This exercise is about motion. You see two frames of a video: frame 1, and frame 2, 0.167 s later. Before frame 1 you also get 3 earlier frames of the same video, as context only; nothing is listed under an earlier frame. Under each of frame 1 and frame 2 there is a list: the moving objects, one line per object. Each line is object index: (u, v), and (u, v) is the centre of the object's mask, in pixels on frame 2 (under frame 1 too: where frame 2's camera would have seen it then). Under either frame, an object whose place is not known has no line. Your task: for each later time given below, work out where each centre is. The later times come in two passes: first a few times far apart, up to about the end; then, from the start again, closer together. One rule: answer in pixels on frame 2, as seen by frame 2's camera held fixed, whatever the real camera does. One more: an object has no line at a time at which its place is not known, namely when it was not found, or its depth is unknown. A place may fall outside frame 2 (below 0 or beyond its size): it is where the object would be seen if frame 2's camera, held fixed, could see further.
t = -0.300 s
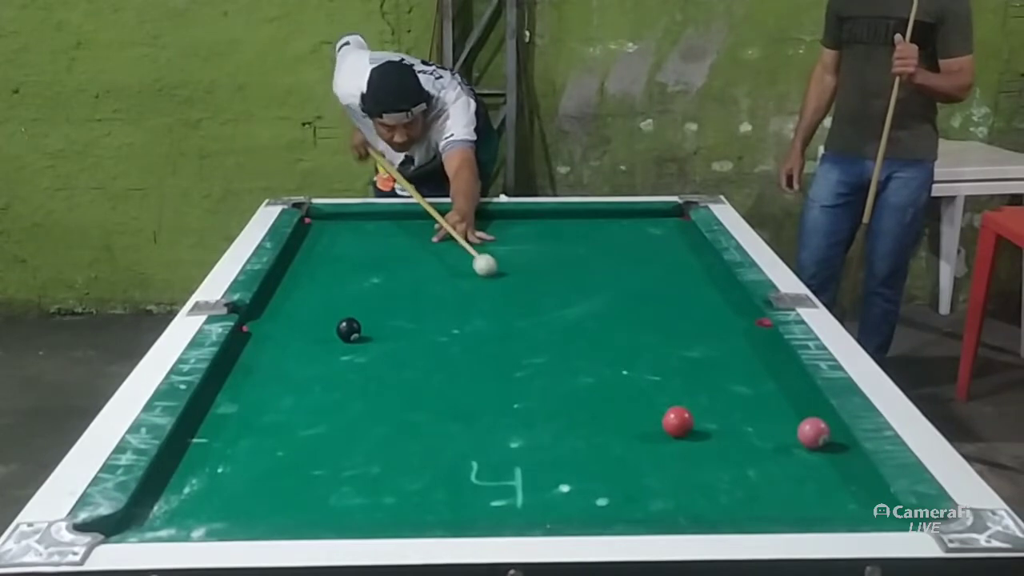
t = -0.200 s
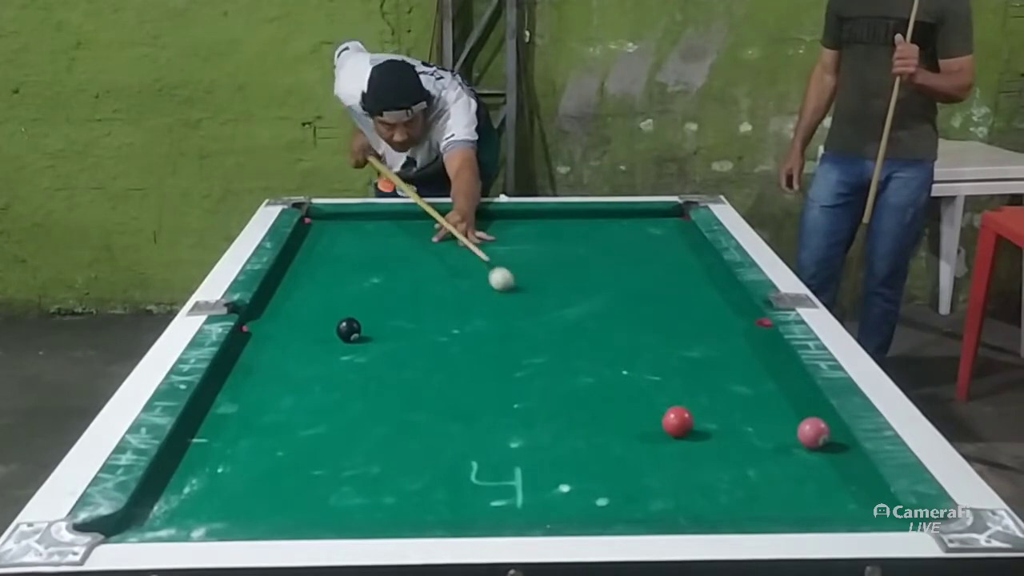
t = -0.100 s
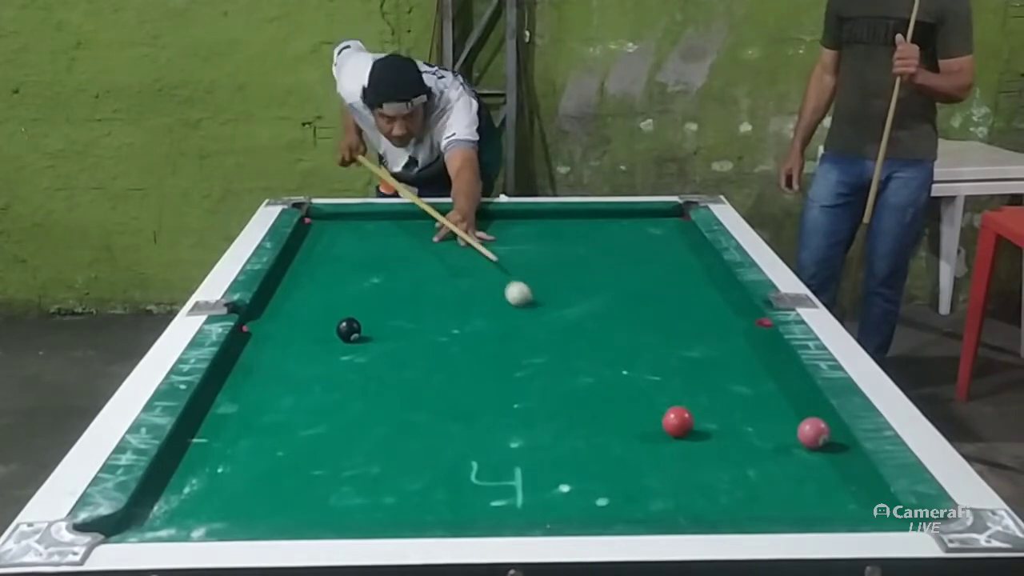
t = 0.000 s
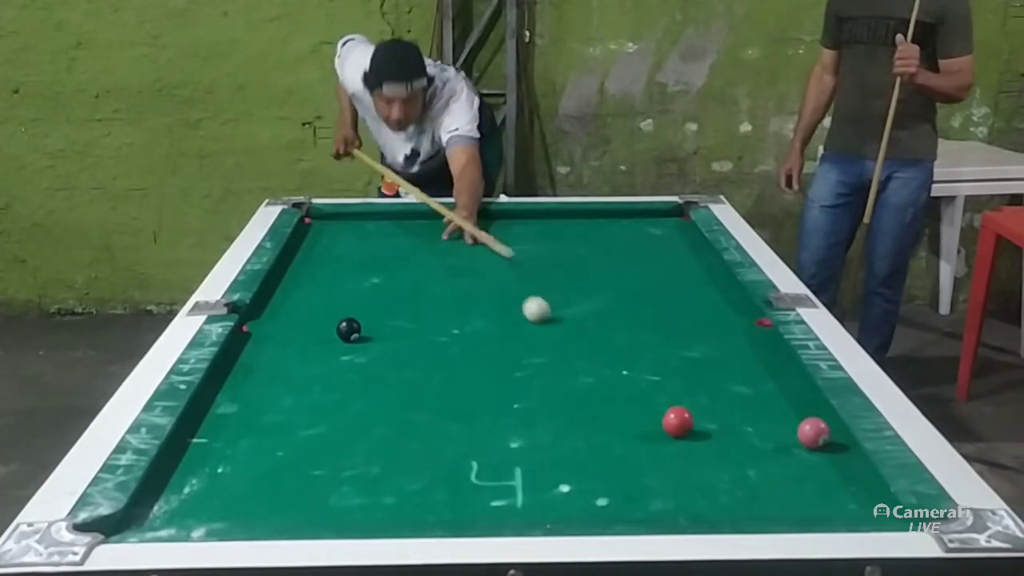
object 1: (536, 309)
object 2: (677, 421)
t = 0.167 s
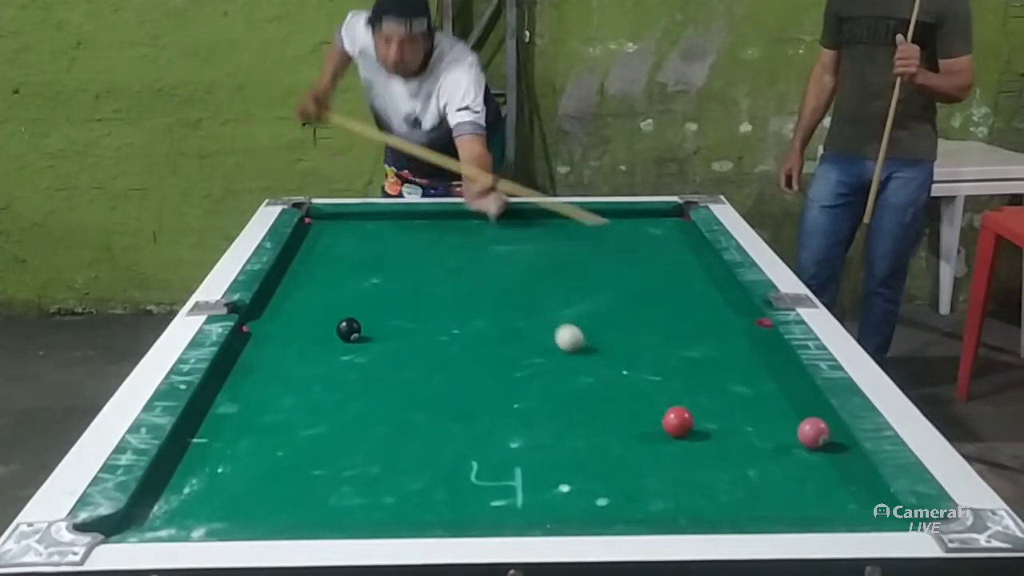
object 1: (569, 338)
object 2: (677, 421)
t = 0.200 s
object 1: (576, 344)
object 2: (677, 421)
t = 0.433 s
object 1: (632, 392)
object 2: (677, 421)
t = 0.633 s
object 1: (645, 425)
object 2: (727, 441)
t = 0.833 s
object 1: (636, 451)
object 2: (801, 469)
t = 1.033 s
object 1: (628, 478)
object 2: (877, 497)
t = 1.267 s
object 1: (616, 506)
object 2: (846, 503)
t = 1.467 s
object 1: (603, 501)
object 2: (810, 490)
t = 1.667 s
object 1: (588, 487)
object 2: (779, 475)
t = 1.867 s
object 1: (575, 473)
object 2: (750, 461)
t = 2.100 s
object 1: (561, 459)
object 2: (722, 448)
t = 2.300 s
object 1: (551, 448)
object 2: (701, 438)
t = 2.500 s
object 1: (542, 439)
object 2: (682, 429)
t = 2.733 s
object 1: (533, 430)
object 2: (665, 421)
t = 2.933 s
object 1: (527, 424)
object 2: (654, 415)
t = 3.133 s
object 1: (521, 419)
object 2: (645, 409)
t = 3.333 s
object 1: (516, 415)
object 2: (637, 405)
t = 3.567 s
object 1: (513, 411)
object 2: (632, 402)
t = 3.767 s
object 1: (511, 410)
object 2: (629, 400)
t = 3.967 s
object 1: (509, 409)
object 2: (629, 399)
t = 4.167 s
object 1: (509, 409)
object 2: (629, 399)
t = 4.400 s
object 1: (510, 409)
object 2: (629, 399)
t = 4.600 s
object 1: (510, 409)
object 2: (629, 399)
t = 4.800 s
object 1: (510, 409)
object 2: (629, 399)
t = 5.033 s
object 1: (510, 409)
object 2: (629, 399)
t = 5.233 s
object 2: (629, 399)
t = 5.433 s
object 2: (629, 399)
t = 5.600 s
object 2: (627, 400)
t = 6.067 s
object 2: (629, 399)
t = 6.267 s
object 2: (629, 399)
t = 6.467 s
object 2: (629, 399)
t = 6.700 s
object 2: (629, 399)
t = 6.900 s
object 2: (629, 399)
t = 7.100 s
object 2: (629, 399)
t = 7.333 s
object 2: (629, 399)
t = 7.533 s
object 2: (629, 399)
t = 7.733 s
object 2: (629, 399)
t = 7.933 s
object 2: (629, 399)
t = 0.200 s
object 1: (576, 344)
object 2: (677, 421)
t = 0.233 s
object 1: (583, 350)
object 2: (677, 421)
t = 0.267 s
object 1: (590, 357)
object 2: (677, 421)
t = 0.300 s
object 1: (599, 363)
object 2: (677, 421)
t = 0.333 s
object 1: (607, 371)
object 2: (677, 421)
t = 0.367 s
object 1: (615, 377)
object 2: (677, 421)
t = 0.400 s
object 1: (623, 384)
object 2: (677, 421)
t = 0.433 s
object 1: (632, 392)
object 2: (677, 421)
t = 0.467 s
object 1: (641, 400)
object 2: (677, 421)
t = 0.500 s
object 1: (649, 408)
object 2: (678, 421)
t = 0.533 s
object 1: (651, 413)
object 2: (688, 425)
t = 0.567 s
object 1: (648, 417)
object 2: (703, 431)
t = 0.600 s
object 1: (647, 421)
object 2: (716, 436)
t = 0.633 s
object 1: (645, 425)
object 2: (727, 441)
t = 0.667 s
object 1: (644, 429)
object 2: (739, 445)
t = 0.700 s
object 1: (642, 434)
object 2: (751, 450)
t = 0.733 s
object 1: (641, 438)
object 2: (763, 455)
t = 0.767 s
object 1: (639, 442)
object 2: (776, 459)
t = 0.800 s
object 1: (638, 447)
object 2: (789, 464)
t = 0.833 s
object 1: (636, 451)
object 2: (801, 469)
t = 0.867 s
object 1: (635, 455)
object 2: (814, 474)
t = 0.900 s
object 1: (634, 460)
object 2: (826, 479)
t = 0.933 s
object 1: (632, 465)
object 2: (840, 484)
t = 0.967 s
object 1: (631, 469)
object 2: (854, 490)
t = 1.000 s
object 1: (629, 474)
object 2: (866, 494)
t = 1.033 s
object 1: (628, 478)
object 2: (877, 497)
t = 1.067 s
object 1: (626, 483)
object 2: (874, 500)
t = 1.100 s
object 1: (625, 487)
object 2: (869, 502)
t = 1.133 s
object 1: (623, 492)
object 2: (865, 504)
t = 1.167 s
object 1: (621, 496)
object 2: (862, 506)
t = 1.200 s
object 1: (620, 500)
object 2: (858, 506)
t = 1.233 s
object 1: (618, 503)
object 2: (852, 505)
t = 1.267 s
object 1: (616, 506)
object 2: (846, 503)
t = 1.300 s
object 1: (615, 509)
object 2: (840, 502)
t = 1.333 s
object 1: (612, 508)
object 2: (833, 500)
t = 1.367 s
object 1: (610, 506)
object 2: (827, 498)
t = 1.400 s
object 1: (607, 504)
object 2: (822, 495)
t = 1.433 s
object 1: (605, 503)
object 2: (816, 493)
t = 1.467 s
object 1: (603, 501)
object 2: (810, 490)
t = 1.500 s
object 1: (600, 499)
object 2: (805, 487)
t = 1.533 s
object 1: (598, 496)
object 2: (799, 484)
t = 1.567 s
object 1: (595, 494)
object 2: (794, 482)
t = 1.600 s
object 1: (593, 492)
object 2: (789, 479)
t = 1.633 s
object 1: (590, 490)
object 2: (784, 477)
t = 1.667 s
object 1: (588, 487)
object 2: (779, 475)
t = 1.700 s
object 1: (586, 485)
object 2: (774, 472)
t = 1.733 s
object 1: (584, 482)
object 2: (769, 470)
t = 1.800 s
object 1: (579, 478)
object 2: (760, 466)
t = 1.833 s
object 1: (577, 475)
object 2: (755, 464)
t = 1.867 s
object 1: (575, 473)
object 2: (750, 461)
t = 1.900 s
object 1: (573, 471)
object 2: (746, 459)
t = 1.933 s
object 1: (571, 469)
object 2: (742, 458)
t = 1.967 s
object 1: (568, 466)
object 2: (738, 455)
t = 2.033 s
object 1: (564, 462)
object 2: (729, 452)
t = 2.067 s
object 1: (563, 461)
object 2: (726, 450)
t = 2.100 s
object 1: (561, 459)
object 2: (722, 448)
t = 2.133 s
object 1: (559, 457)
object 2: (718, 446)
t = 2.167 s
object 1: (557, 455)
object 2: (714, 444)
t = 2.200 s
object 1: (555, 453)
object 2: (711, 443)
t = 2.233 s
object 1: (554, 451)
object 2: (707, 441)
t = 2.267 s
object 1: (552, 450)
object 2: (704, 439)
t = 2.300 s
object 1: (551, 448)
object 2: (701, 438)
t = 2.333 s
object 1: (549, 447)
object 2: (697, 437)
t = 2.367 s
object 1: (548, 445)
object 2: (694, 435)
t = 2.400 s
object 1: (546, 444)
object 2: (691, 433)
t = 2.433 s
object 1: (545, 442)
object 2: (688, 432)
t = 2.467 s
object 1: (543, 441)
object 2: (685, 431)
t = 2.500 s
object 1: (542, 439)
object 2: (682, 429)
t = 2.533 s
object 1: (541, 438)
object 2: (680, 428)
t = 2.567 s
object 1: (539, 437)
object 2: (677, 427)
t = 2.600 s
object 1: (538, 435)
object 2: (674, 425)
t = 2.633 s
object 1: (537, 434)
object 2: (672, 424)
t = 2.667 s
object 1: (536, 433)
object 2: (670, 423)
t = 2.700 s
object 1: (535, 432)
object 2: (668, 422)
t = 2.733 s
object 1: (533, 430)
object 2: (665, 421)
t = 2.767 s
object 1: (533, 429)
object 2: (663, 420)
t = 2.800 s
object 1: (531, 428)
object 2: (661, 418)
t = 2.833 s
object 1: (530, 427)
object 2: (660, 417)
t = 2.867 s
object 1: (529, 426)
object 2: (657, 417)
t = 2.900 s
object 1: (529, 425)
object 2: (656, 416)
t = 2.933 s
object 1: (527, 424)
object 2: (654, 415)
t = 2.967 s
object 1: (527, 424)
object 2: (652, 413)
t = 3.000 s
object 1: (525, 422)
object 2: (650, 413)
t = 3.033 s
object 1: (524, 421)
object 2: (649, 412)
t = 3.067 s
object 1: (523, 421)
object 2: (648, 411)
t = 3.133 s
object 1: (521, 419)
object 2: (645, 409)
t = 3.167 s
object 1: (520, 418)
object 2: (643, 409)
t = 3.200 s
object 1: (519, 417)
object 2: (642, 408)
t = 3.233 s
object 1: (519, 417)
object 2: (641, 407)
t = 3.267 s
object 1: (518, 416)
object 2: (639, 407)
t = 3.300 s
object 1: (517, 415)
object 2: (638, 406)
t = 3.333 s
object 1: (516, 415)
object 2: (637, 405)
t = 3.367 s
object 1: (515, 414)
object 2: (636, 405)
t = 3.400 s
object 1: (515, 414)
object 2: (635, 404)
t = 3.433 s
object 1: (514, 413)
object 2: (634, 404)
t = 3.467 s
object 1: (514, 413)
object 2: (633, 403)
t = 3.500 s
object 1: (514, 412)
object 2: (633, 403)
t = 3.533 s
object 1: (513, 412)
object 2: (632, 402)
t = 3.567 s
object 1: (513, 411)
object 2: (632, 402)
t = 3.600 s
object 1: (513, 411)
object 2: (631, 402)
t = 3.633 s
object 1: (512, 410)
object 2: (630, 401)
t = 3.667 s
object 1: (512, 410)
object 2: (630, 401)
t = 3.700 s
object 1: (512, 410)
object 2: (630, 401)
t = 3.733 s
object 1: (511, 410)
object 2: (630, 400)
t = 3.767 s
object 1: (511, 410)
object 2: (629, 400)
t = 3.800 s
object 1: (510, 409)
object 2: (629, 400)
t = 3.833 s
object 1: (510, 409)
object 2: (629, 400)
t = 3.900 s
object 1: (510, 409)
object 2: (629, 399)
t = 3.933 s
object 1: (509, 409)
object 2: (629, 399)
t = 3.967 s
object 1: (509, 409)
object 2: (629, 399)
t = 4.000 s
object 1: (509, 409)
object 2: (629, 399)
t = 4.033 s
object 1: (509, 409)
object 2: (629, 399)
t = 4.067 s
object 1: (509, 409)
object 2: (629, 399)
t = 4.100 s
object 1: (509, 409)
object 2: (629, 399)
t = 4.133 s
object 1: (509, 409)
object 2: (629, 399)
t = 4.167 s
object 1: (509, 409)
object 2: (629, 399)
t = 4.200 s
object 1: (509, 409)
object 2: (629, 399)
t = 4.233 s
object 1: (510, 409)
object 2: (629, 400)
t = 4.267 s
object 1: (510, 409)
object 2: (629, 399)
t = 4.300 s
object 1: (510, 409)
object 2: (629, 399)
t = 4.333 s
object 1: (510, 409)
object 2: (629, 399)
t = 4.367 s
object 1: (510, 409)
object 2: (629, 399)
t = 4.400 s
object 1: (510, 409)
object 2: (629, 399)
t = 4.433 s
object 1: (510, 409)
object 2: (629, 399)
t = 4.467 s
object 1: (510, 409)
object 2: (629, 399)
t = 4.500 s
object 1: (510, 409)
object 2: (629, 399)
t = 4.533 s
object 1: (510, 409)
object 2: (629, 399)
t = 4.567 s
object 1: (510, 409)
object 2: (629, 399)
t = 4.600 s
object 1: (510, 409)
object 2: (629, 399)
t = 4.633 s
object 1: (510, 409)
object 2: (629, 399)
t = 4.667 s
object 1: (510, 409)
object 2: (629, 399)
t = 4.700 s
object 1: (510, 409)
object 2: (629, 399)
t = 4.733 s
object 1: (510, 409)
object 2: (629, 399)
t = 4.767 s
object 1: (510, 409)
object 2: (629, 399)
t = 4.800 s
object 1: (510, 409)
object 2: (629, 399)
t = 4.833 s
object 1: (510, 409)
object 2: (629, 399)
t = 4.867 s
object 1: (510, 409)
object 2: (629, 399)
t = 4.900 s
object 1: (510, 409)
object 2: (629, 399)
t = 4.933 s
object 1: (510, 409)
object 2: (629, 399)
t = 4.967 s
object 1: (510, 409)
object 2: (629, 399)
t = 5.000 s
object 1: (510, 409)
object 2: (629, 399)
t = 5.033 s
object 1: (510, 409)
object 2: (629, 399)
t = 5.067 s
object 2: (629, 399)
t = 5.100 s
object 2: (629, 399)
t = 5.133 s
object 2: (629, 399)
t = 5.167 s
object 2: (629, 399)
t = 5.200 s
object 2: (629, 399)
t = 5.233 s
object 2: (629, 399)
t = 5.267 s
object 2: (629, 399)
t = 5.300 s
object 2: (629, 399)
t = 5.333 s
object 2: (629, 399)
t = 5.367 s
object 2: (629, 399)
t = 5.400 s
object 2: (629, 399)
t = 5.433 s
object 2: (629, 399)
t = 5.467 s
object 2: (629, 399)
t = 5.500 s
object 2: (629, 399)
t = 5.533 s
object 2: (629, 400)
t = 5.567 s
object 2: (629, 399)
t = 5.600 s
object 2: (627, 400)
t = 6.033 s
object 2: (634, 397)
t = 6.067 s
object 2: (629, 399)
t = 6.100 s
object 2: (629, 400)
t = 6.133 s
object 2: (629, 399)
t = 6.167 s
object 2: (629, 399)
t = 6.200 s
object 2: (629, 399)
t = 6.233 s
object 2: (629, 399)
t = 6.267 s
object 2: (629, 399)
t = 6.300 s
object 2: (629, 399)
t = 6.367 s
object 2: (629, 399)
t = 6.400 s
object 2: (629, 399)
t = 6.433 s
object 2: (629, 399)
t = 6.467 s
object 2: (629, 399)
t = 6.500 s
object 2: (629, 399)
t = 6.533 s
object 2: (629, 399)
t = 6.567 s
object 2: (629, 399)
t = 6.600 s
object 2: (629, 399)
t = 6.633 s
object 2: (629, 399)
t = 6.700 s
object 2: (629, 399)
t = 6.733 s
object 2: (629, 399)
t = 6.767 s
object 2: (629, 399)
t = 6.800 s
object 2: (629, 399)
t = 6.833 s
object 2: (629, 399)
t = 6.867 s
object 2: (629, 399)
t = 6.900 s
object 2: (629, 399)
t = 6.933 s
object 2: (629, 399)
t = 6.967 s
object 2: (629, 399)
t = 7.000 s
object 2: (629, 399)
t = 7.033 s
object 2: (629, 399)
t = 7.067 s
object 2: (629, 399)
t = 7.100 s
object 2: (629, 399)
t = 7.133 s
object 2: (629, 399)
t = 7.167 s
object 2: (629, 399)
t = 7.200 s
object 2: (629, 399)
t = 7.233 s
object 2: (629, 399)
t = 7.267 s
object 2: (629, 399)
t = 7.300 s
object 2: (629, 399)
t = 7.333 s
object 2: (629, 399)
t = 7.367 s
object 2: (629, 399)
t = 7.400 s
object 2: (629, 399)
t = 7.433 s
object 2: (629, 399)
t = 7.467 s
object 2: (629, 399)
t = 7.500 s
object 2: (629, 399)
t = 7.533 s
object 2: (629, 399)
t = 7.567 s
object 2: (629, 399)
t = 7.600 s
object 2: (629, 399)
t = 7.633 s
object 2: (629, 399)
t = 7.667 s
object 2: (629, 399)
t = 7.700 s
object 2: (629, 399)
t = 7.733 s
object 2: (629, 399)
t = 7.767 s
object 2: (629, 399)
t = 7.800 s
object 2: (629, 399)
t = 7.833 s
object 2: (629, 399)
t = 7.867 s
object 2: (629, 399)
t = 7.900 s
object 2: (629, 399)
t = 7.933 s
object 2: (629, 399)
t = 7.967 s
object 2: (629, 399)
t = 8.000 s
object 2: (629, 399)
